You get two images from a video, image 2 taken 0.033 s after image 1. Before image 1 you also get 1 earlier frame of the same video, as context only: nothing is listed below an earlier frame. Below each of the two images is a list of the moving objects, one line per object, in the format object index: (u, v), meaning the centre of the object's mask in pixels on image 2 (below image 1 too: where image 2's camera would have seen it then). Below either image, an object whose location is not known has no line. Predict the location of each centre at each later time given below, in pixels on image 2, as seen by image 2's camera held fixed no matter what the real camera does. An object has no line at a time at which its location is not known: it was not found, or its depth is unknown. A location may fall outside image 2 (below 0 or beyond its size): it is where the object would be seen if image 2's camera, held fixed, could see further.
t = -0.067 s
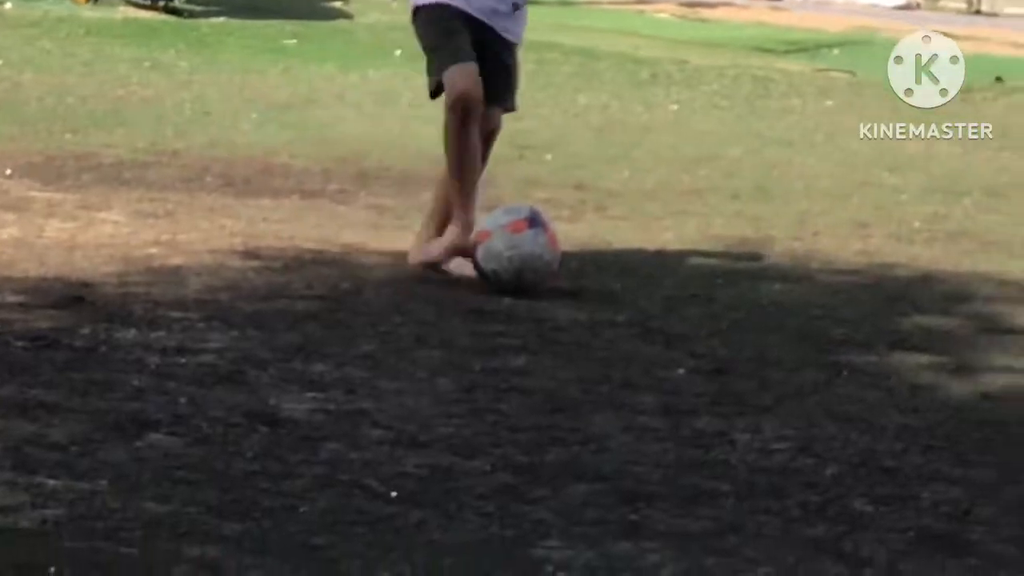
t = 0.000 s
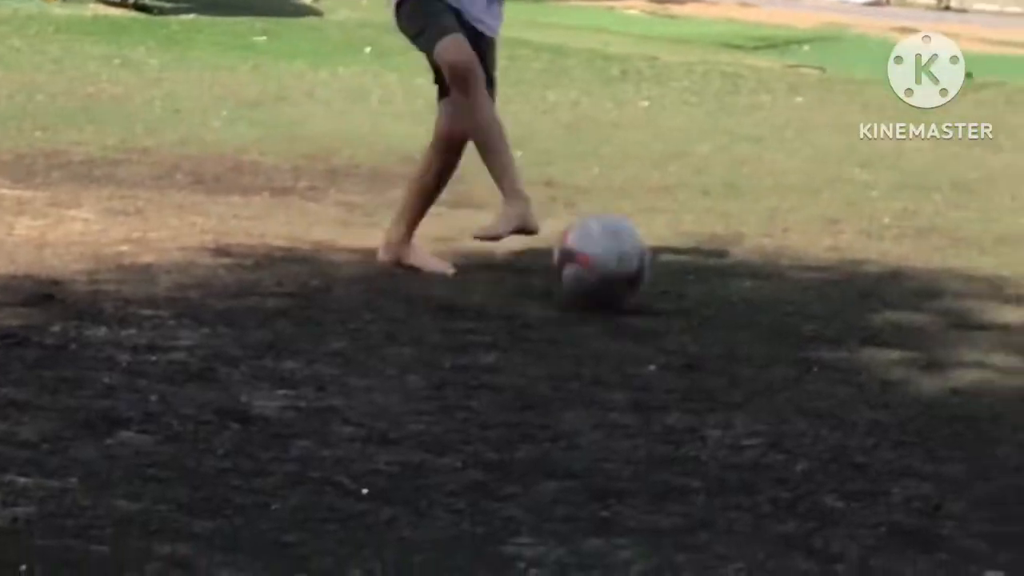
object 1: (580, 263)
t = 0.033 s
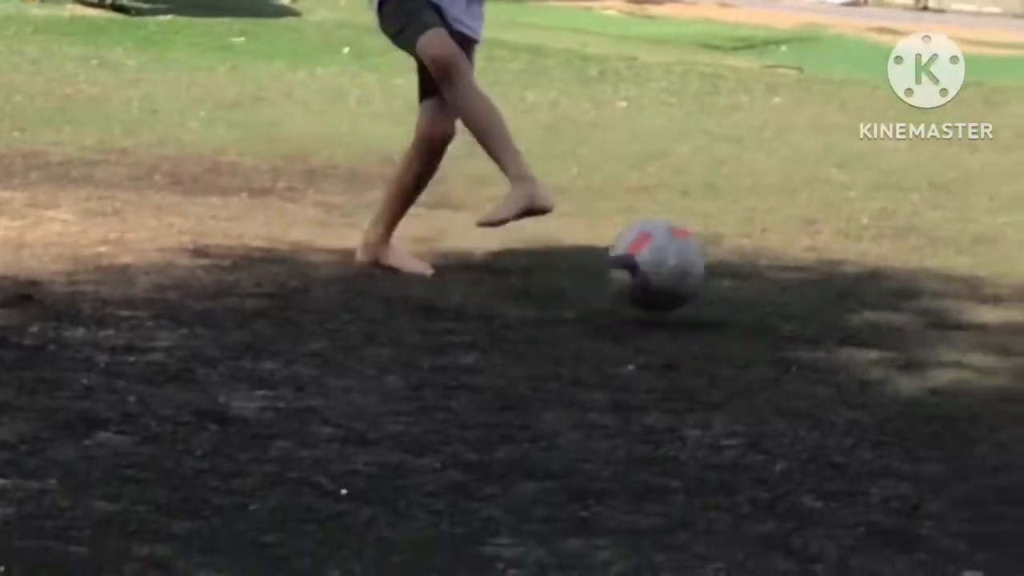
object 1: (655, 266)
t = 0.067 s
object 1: (737, 276)
